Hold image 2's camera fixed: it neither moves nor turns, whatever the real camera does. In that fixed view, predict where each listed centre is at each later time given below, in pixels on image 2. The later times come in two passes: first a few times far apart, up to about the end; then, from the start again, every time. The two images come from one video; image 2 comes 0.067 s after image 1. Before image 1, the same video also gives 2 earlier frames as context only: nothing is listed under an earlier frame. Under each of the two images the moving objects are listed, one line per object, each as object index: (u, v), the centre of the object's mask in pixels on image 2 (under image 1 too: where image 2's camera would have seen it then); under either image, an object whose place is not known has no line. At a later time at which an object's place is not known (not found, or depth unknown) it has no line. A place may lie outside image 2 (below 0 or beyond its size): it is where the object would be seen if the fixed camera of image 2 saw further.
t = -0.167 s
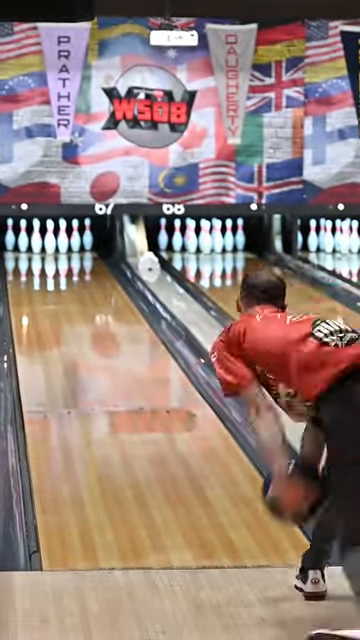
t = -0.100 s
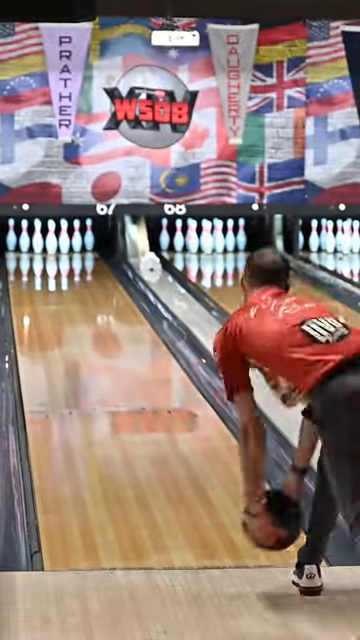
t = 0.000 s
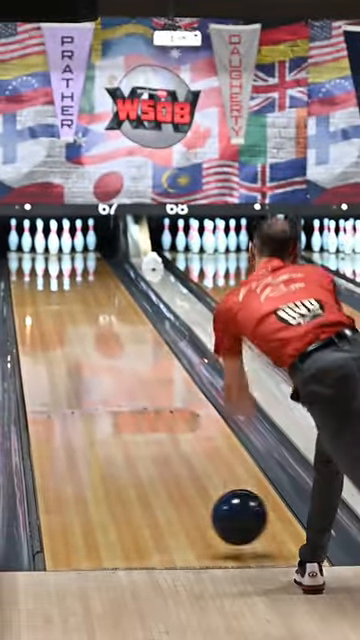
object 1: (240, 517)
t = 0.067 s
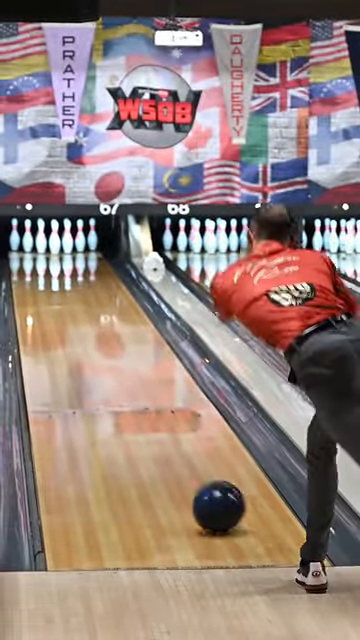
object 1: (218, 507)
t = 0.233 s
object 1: (174, 461)
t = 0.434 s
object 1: (133, 416)
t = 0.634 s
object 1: (102, 383)
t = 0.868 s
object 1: (74, 352)
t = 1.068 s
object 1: (56, 330)
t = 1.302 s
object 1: (39, 310)
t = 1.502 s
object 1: (28, 294)
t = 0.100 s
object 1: (208, 497)
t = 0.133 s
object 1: (199, 487)
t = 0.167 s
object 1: (190, 478)
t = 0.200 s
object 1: (182, 469)
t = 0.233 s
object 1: (174, 461)
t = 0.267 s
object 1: (166, 453)
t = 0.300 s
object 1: (159, 445)
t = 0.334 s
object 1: (152, 437)
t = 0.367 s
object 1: (146, 429)
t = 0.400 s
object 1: (139, 423)
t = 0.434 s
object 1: (133, 416)
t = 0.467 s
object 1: (127, 410)
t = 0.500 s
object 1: (122, 404)
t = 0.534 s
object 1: (117, 398)
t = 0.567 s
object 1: (111, 392)
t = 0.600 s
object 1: (106, 387)
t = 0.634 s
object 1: (102, 383)
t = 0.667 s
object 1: (98, 378)
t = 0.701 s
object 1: (93, 374)
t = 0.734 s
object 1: (89, 369)
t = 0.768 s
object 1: (85, 365)
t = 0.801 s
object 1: (82, 361)
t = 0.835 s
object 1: (78, 356)
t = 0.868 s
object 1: (74, 352)
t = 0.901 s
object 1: (71, 348)
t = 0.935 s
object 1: (68, 344)
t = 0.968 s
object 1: (65, 340)
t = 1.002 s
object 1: (62, 337)
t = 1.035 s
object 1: (58, 334)
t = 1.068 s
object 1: (56, 330)
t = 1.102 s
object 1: (53, 327)
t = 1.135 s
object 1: (50, 324)
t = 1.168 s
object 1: (48, 321)
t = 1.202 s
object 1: (45, 317)
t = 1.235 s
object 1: (42, 314)
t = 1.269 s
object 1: (40, 311)
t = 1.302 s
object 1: (39, 310)
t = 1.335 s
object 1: (37, 307)
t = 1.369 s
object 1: (35, 304)
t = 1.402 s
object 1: (33, 301)
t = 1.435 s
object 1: (31, 298)
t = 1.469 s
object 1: (29, 296)
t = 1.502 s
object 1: (28, 294)
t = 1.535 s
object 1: (26, 292)
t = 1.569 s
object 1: (24, 290)
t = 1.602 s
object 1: (23, 288)
